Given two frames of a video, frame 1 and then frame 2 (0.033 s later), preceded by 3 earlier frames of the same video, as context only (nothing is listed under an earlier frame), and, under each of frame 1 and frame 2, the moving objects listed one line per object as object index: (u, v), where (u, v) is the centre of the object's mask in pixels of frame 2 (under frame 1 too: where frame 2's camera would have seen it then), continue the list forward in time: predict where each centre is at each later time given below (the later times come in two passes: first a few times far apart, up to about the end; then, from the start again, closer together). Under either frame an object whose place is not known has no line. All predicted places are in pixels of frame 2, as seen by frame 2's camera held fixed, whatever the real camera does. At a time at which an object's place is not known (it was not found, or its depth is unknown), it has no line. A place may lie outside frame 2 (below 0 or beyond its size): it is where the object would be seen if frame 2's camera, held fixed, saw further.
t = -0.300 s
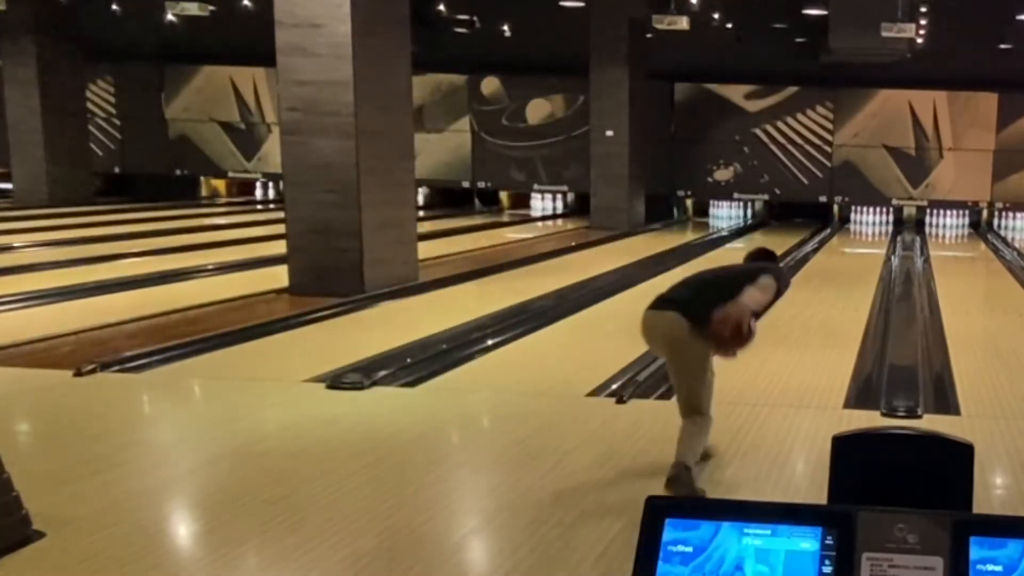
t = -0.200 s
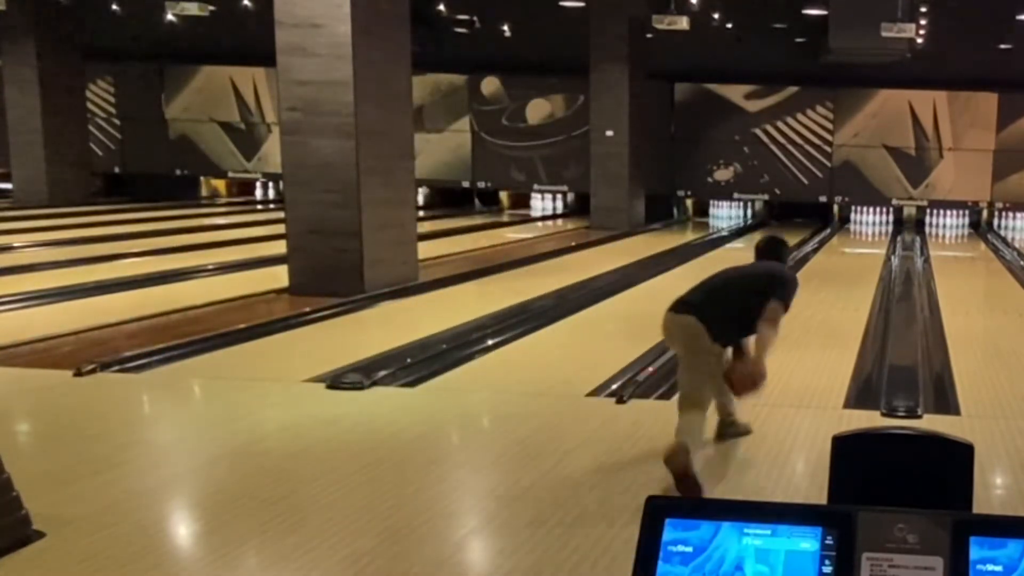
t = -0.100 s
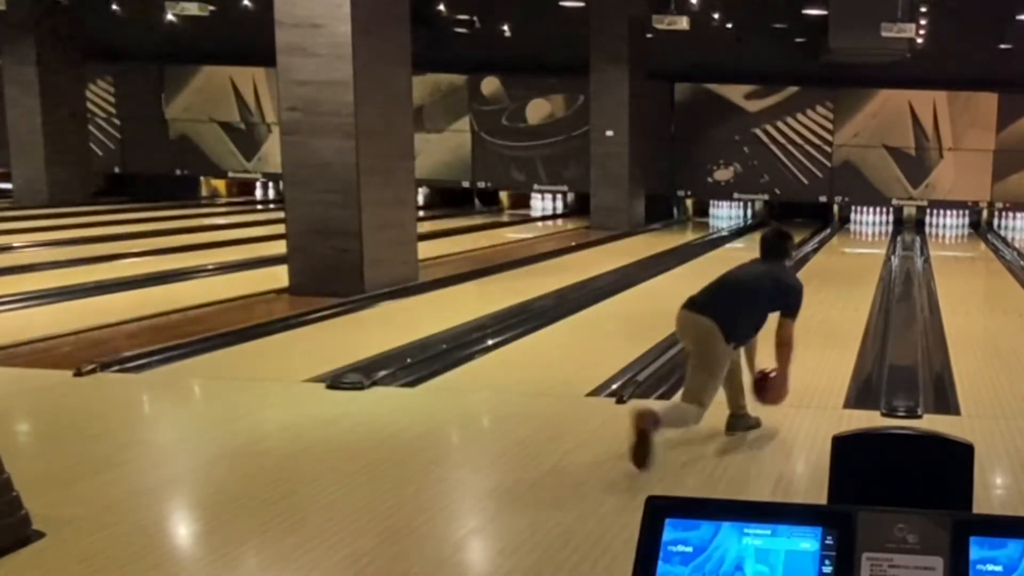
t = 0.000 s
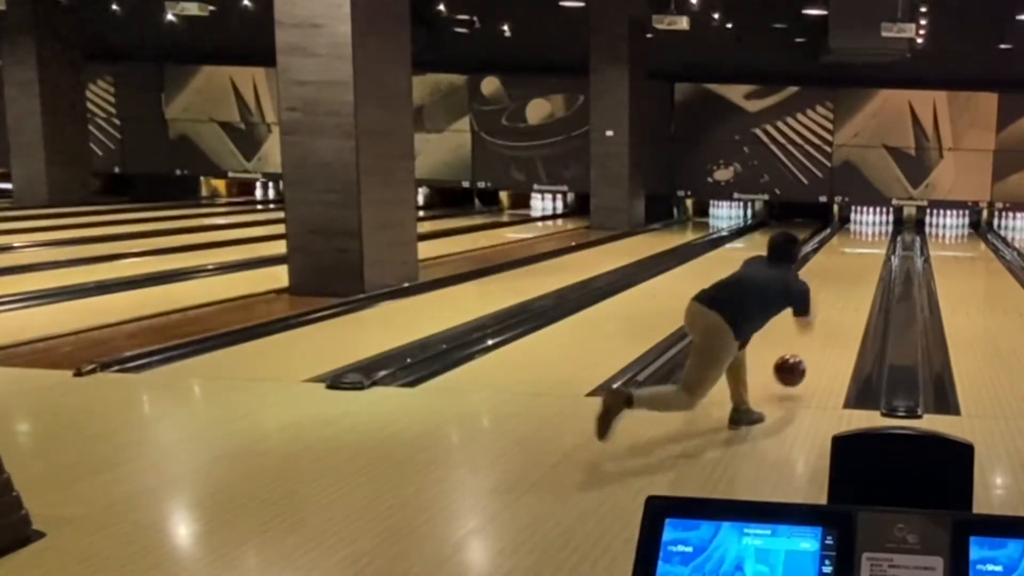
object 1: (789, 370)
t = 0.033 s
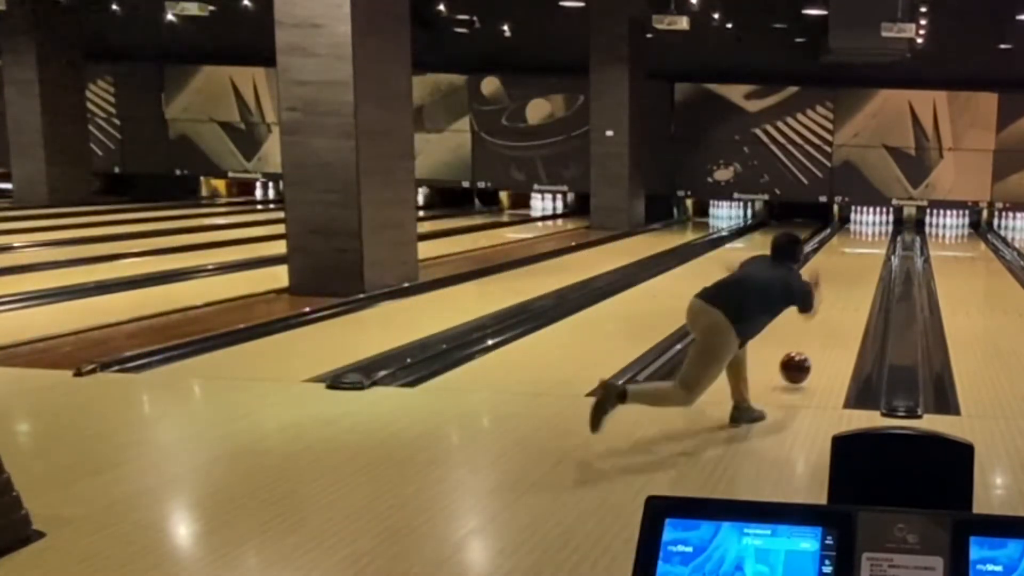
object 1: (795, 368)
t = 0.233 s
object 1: (821, 332)
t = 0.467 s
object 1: (843, 304)
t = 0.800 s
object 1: (858, 274)
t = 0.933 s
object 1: (863, 266)
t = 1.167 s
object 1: (870, 254)
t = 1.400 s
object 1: (874, 244)
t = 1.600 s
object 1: (877, 238)
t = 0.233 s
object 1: (821, 332)
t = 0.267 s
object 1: (824, 327)
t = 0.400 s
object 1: (836, 311)
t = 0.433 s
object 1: (839, 308)
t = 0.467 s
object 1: (843, 304)
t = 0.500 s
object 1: (850, 300)
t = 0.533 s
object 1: (845, 296)
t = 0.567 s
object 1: (847, 293)
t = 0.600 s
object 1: (848, 290)
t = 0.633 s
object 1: (850, 287)
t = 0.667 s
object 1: (852, 285)
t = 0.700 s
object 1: (854, 281)
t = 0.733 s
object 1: (855, 279)
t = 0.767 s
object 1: (857, 276)
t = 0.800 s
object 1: (858, 274)
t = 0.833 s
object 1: (859, 272)
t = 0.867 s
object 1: (861, 270)
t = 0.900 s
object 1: (862, 268)
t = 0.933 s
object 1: (863, 266)
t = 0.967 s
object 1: (864, 264)
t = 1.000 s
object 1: (865, 262)
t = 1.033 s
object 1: (866, 261)
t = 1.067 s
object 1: (867, 259)
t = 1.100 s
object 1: (868, 256)
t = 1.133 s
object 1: (869, 255)
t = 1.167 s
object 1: (870, 254)
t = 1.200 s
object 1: (870, 253)
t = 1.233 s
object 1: (871, 251)
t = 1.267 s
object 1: (872, 249)
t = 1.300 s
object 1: (872, 248)
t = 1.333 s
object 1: (873, 247)
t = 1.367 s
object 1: (873, 246)
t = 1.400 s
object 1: (874, 244)
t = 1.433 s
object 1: (875, 243)
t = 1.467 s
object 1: (876, 242)
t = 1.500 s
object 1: (876, 241)
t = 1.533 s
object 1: (876, 241)
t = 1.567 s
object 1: (877, 239)
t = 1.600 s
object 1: (877, 238)
